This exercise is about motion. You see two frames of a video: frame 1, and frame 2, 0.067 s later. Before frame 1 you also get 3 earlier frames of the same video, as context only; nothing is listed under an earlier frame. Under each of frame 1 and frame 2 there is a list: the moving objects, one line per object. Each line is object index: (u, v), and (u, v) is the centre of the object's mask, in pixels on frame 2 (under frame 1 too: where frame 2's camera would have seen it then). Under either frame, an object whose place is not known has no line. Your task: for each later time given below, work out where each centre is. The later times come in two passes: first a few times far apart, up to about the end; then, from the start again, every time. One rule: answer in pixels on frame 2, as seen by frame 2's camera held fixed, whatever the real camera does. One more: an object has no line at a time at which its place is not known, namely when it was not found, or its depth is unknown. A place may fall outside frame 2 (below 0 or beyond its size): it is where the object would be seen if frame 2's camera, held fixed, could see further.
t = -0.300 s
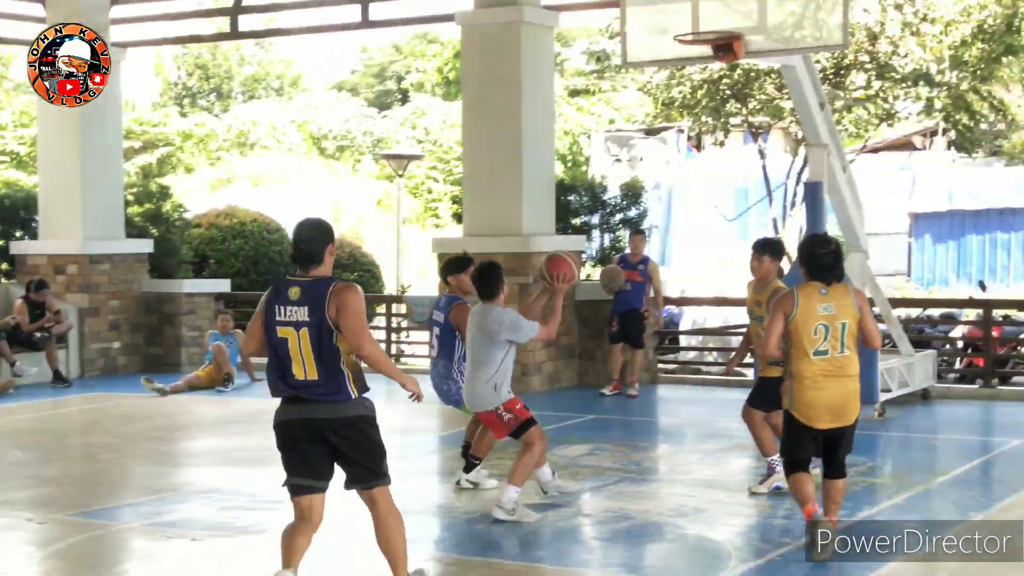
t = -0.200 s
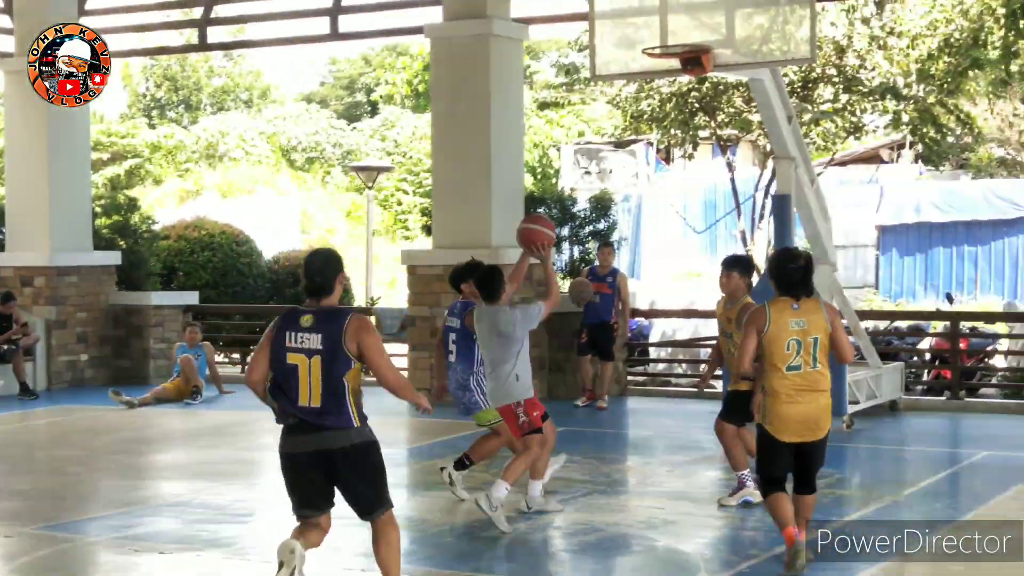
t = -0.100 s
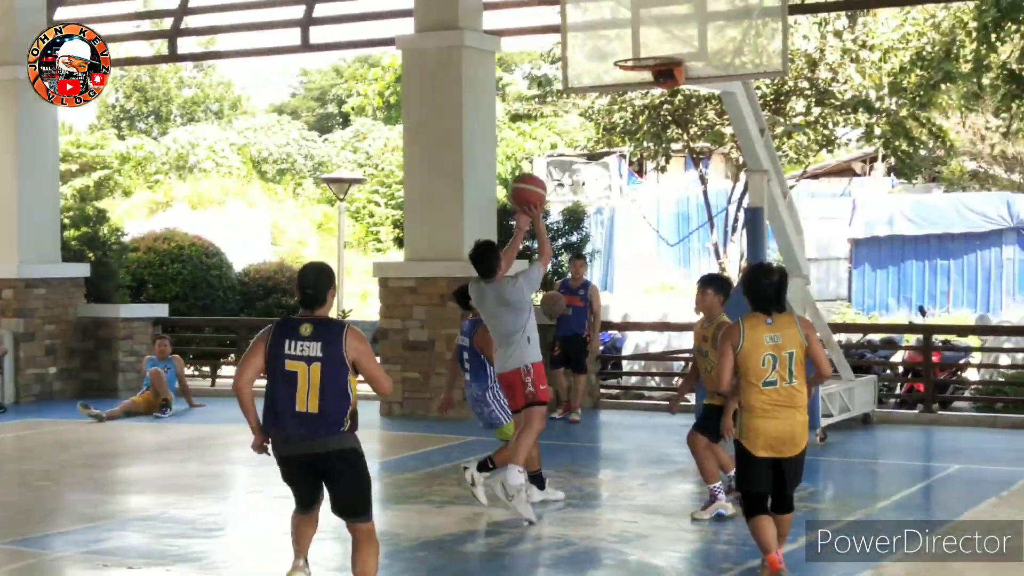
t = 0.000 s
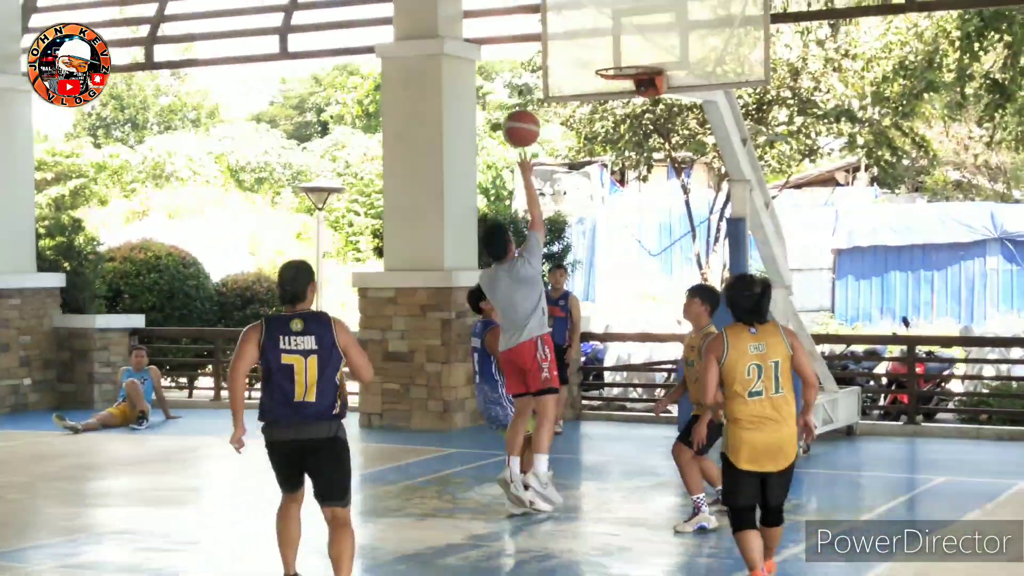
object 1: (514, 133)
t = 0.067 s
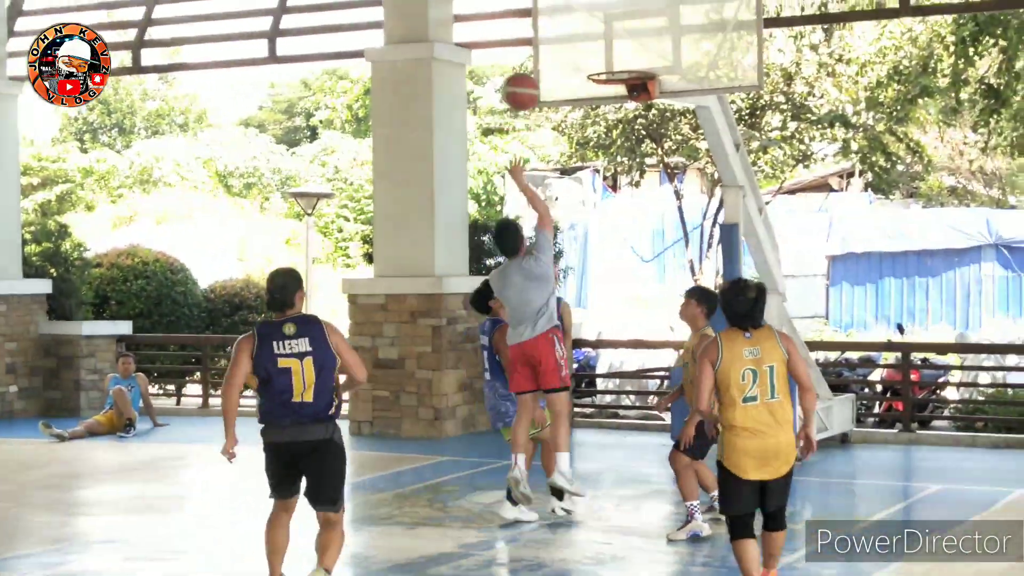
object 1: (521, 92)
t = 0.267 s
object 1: (545, 12)
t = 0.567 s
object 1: (579, 13)
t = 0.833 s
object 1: (615, 63)
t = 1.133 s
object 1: (645, 56)
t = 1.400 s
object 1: (652, 55)
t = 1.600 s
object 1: (657, 58)
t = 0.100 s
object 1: (525, 73)
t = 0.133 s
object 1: (529, 57)
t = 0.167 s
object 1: (533, 43)
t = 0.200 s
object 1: (538, 31)
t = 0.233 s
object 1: (542, 20)
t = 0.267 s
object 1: (545, 12)
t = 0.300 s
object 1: (550, 5)
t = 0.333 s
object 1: (553, 0)
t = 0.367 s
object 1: (557, -2)
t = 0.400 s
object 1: (561, -4)
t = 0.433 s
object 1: (565, -4)
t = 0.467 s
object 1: (568, -2)
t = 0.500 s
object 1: (572, 1)
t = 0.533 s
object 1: (576, 6)
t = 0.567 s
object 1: (579, 13)
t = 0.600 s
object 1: (582, 21)
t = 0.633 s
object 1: (586, 30)
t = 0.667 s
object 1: (589, 41)
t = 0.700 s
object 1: (593, 53)
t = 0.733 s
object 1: (596, 64)
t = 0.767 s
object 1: (603, 62)
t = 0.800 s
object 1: (609, 63)
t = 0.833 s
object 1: (615, 63)
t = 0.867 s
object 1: (621, 60)
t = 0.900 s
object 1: (627, 58)
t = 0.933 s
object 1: (633, 58)
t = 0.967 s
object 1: (635, 57)
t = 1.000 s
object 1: (637, 56)
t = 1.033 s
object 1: (639, 57)
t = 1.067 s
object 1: (641, 58)
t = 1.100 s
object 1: (643, 58)
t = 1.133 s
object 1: (645, 56)
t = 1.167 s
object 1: (646, 56)
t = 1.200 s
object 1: (648, 56)
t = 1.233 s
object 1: (649, 57)
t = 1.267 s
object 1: (650, 57)
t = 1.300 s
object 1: (650, 56)
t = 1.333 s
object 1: (651, 55)
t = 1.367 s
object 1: (651, 57)
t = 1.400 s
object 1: (652, 55)
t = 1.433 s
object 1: (652, 54)
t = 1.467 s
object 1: (652, 55)
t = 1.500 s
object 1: (653, 56)
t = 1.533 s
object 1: (654, 56)
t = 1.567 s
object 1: (655, 57)
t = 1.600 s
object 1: (657, 58)
